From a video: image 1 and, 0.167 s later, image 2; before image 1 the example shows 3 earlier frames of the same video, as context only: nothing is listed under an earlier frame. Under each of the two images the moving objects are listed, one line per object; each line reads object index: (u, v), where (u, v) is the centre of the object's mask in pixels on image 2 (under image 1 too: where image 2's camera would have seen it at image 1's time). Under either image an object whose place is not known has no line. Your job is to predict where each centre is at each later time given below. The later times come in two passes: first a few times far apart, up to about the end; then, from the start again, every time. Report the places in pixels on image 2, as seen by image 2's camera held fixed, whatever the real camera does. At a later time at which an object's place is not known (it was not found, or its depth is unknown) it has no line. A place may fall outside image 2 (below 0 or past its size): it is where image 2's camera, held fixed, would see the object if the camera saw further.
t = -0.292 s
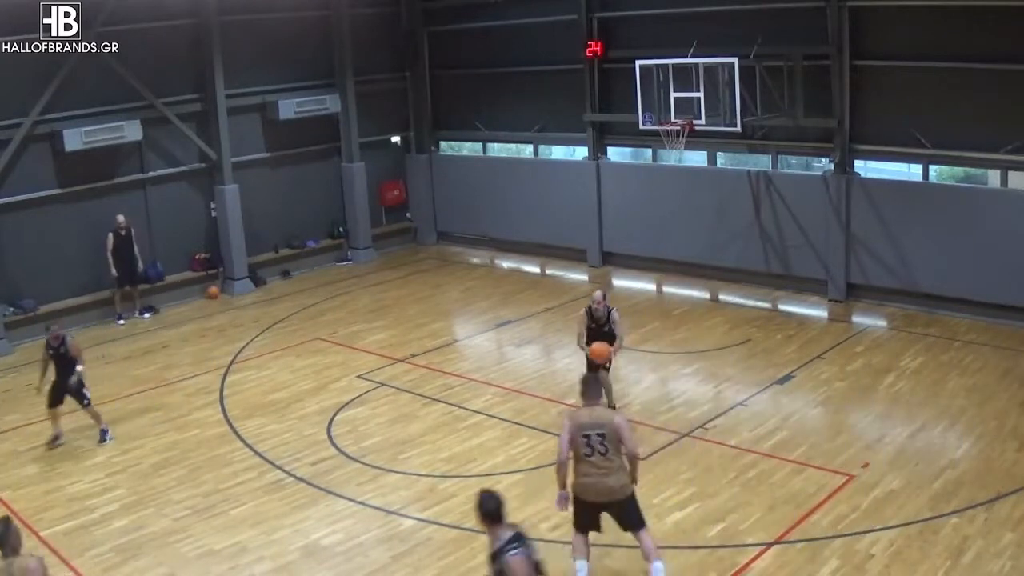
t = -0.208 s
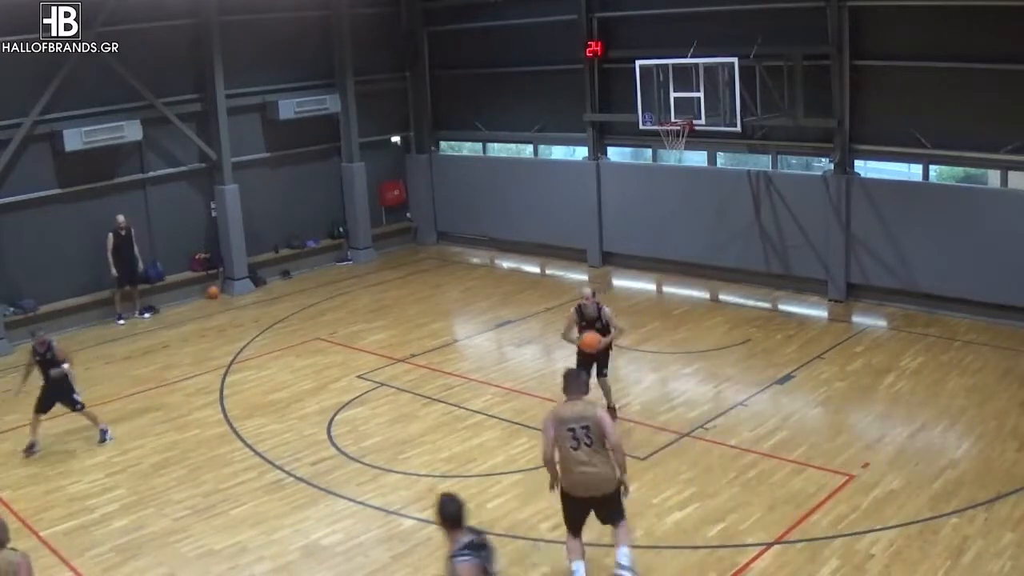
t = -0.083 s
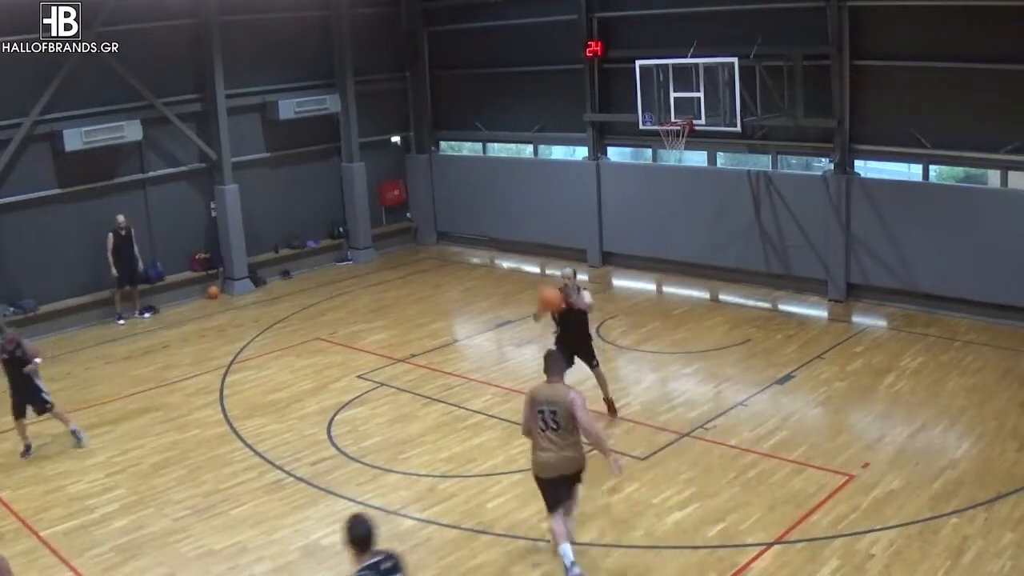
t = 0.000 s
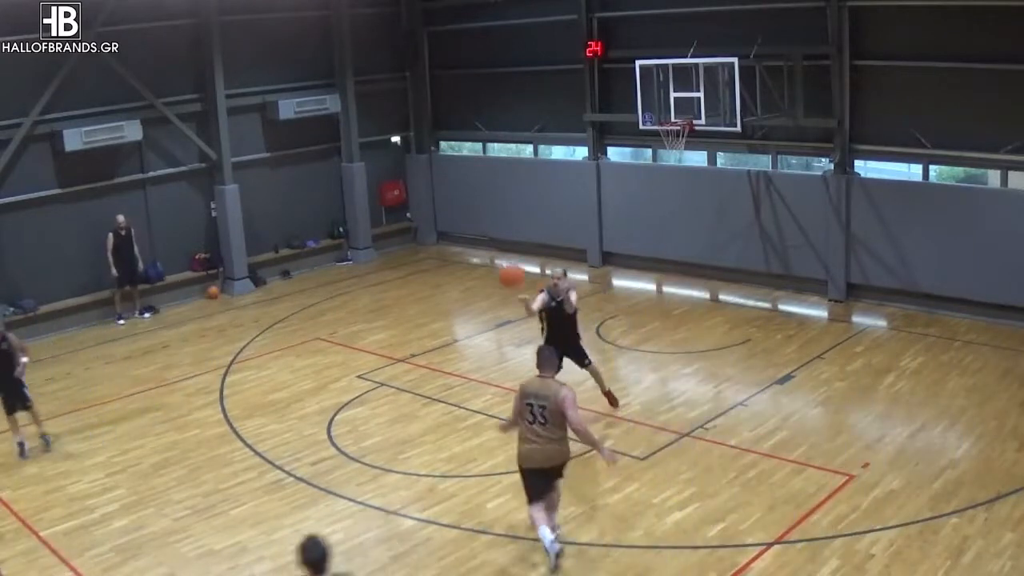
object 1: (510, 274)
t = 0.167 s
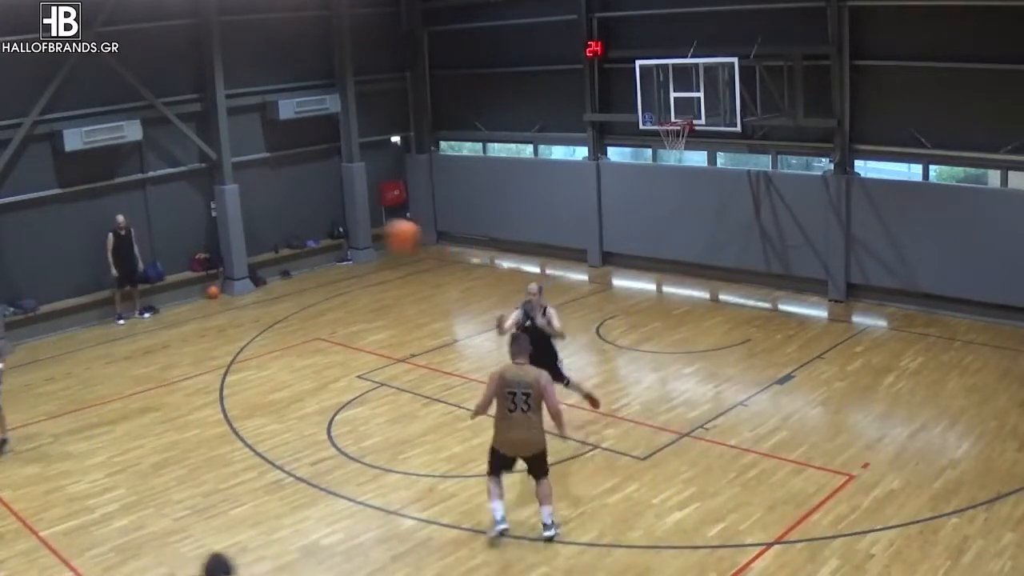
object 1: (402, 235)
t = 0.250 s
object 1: (331, 223)
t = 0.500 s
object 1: (14, 246)
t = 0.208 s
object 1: (368, 227)
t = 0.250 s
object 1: (331, 223)
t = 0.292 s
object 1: (288, 220)
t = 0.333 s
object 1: (243, 219)
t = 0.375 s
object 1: (189, 221)
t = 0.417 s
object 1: (133, 225)
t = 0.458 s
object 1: (68, 235)
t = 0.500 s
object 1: (14, 246)
